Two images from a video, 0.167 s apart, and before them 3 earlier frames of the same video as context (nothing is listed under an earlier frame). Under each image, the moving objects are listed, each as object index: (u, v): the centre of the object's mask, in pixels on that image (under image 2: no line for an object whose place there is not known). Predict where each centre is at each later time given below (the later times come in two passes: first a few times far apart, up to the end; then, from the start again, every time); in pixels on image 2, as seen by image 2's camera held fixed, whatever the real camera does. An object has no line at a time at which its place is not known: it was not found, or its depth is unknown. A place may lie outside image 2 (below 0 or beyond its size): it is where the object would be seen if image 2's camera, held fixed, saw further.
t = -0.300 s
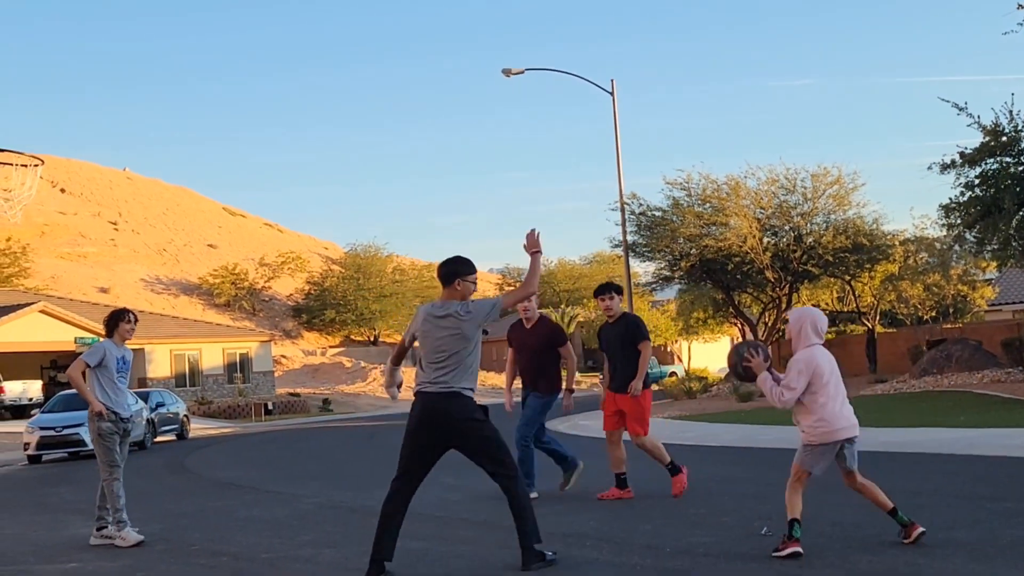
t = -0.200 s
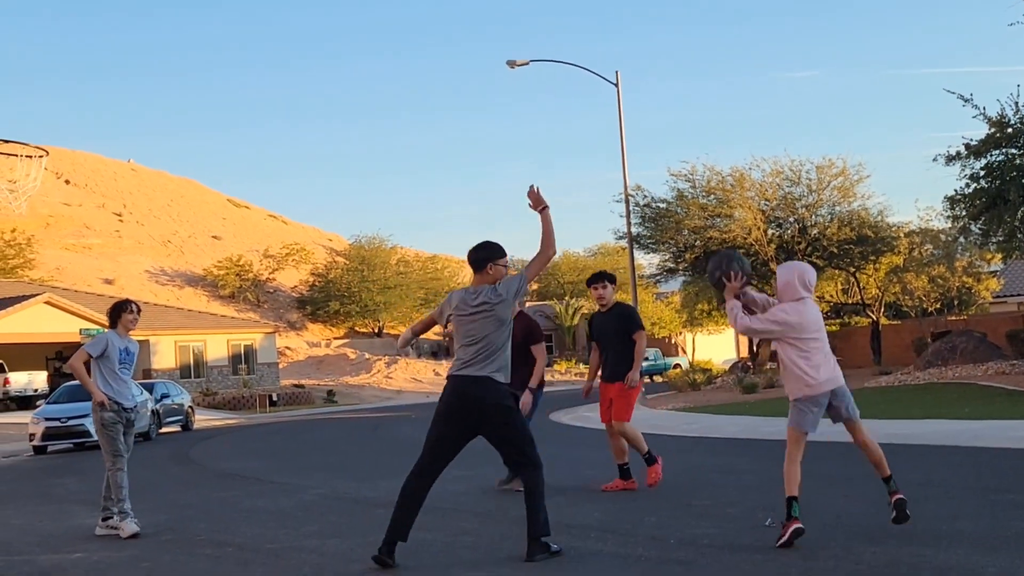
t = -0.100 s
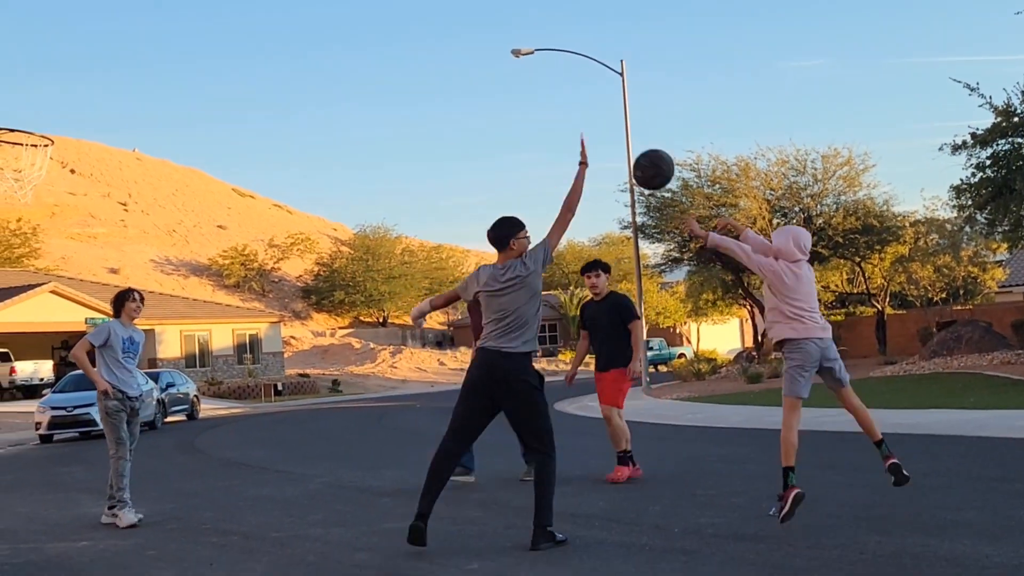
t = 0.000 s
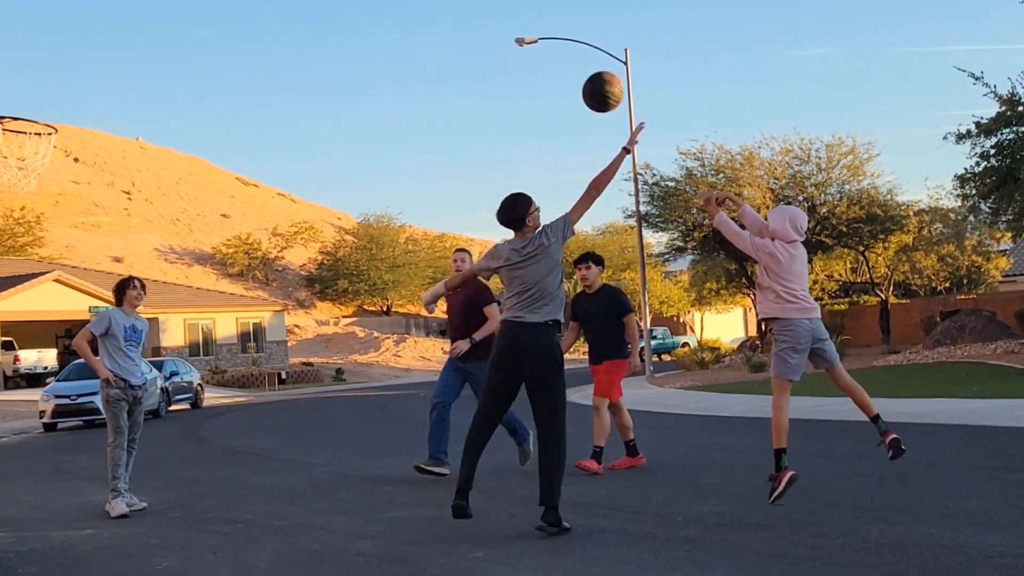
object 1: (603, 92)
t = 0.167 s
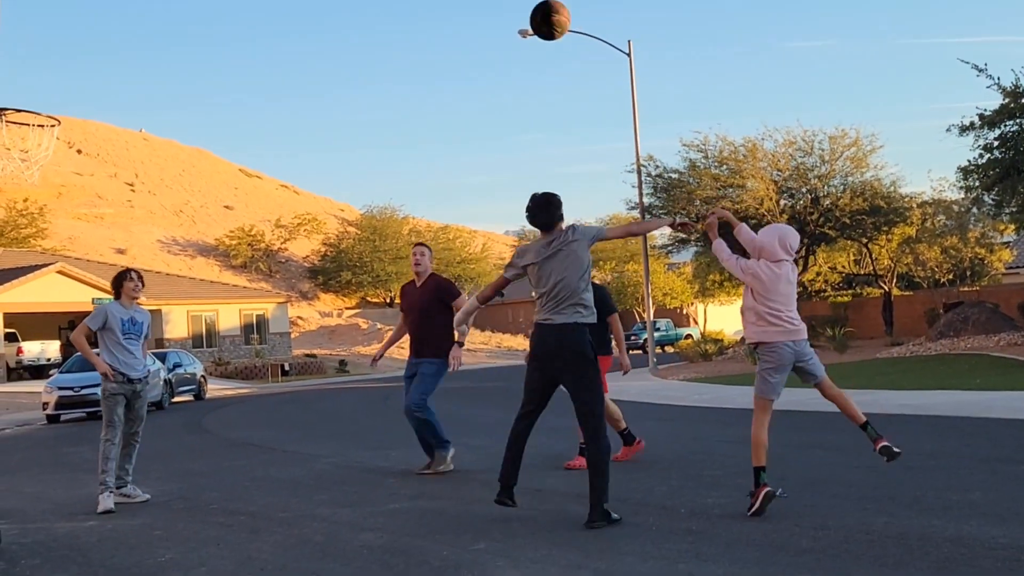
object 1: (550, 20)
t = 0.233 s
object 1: (529, 13)
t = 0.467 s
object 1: (463, 23)
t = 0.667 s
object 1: (414, 104)
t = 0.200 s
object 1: (540, 16)
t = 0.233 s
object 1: (529, 13)
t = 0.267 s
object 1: (520, 12)
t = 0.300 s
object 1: (510, 11)
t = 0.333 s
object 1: (500, 12)
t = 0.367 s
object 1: (490, 13)
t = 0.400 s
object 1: (482, 15)
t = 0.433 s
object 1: (472, 18)
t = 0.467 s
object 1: (463, 23)
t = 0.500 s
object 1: (455, 33)
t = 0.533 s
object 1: (446, 44)
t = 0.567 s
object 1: (438, 56)
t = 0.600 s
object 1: (430, 70)
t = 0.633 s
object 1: (422, 86)
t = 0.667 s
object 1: (414, 104)
